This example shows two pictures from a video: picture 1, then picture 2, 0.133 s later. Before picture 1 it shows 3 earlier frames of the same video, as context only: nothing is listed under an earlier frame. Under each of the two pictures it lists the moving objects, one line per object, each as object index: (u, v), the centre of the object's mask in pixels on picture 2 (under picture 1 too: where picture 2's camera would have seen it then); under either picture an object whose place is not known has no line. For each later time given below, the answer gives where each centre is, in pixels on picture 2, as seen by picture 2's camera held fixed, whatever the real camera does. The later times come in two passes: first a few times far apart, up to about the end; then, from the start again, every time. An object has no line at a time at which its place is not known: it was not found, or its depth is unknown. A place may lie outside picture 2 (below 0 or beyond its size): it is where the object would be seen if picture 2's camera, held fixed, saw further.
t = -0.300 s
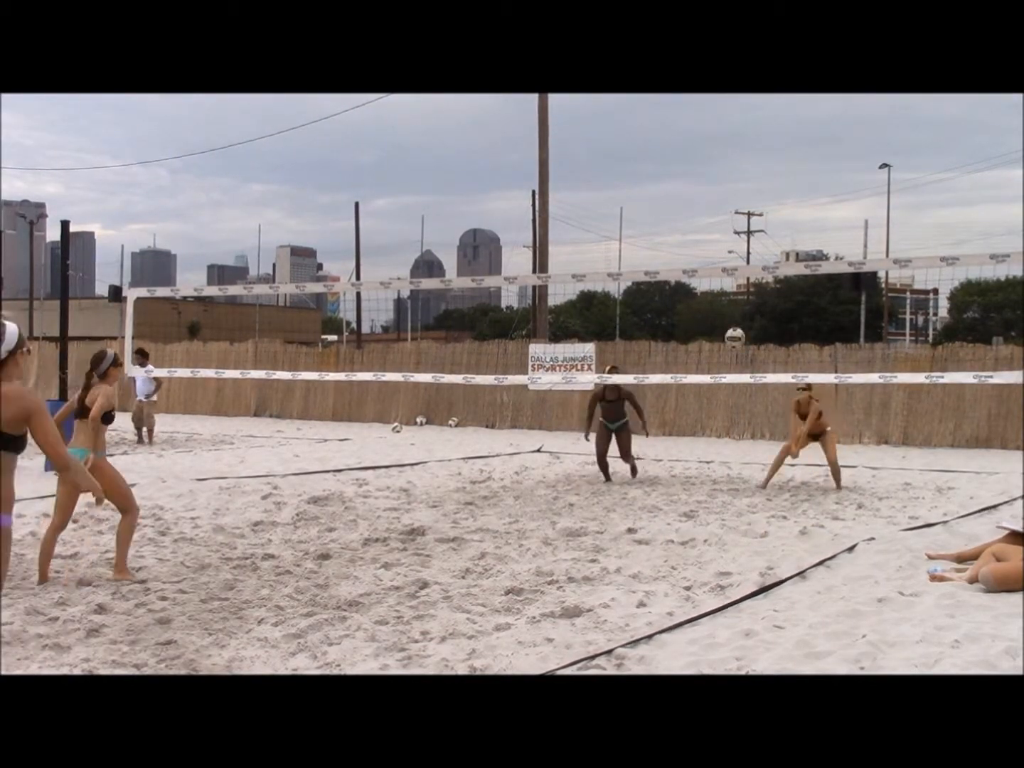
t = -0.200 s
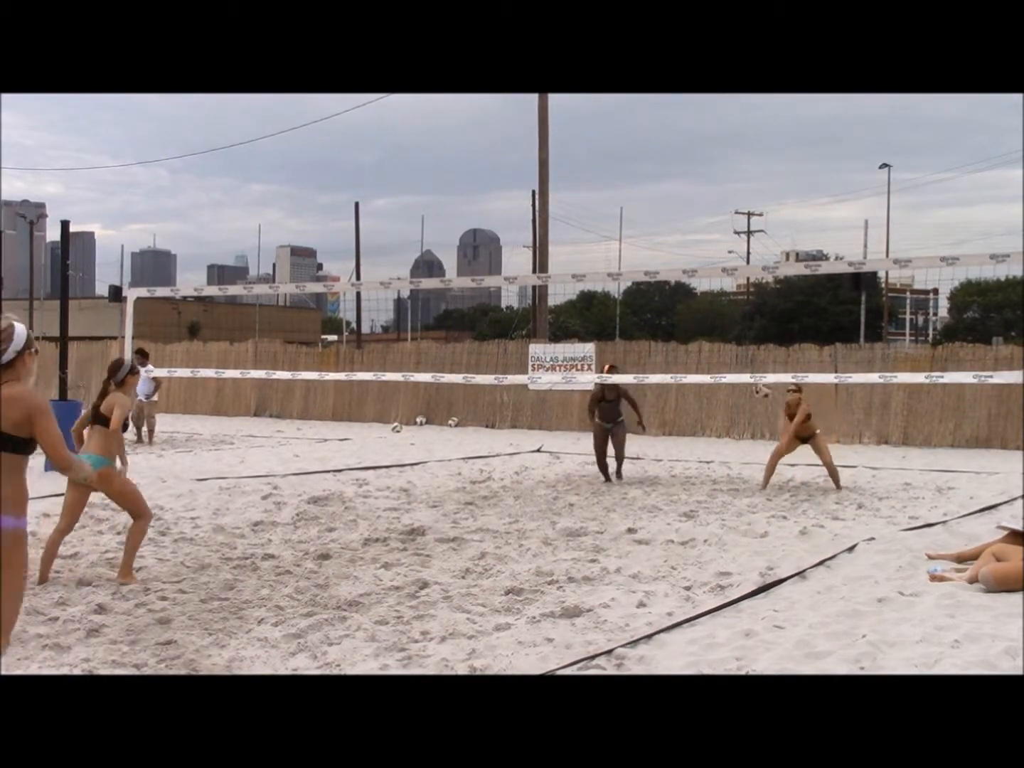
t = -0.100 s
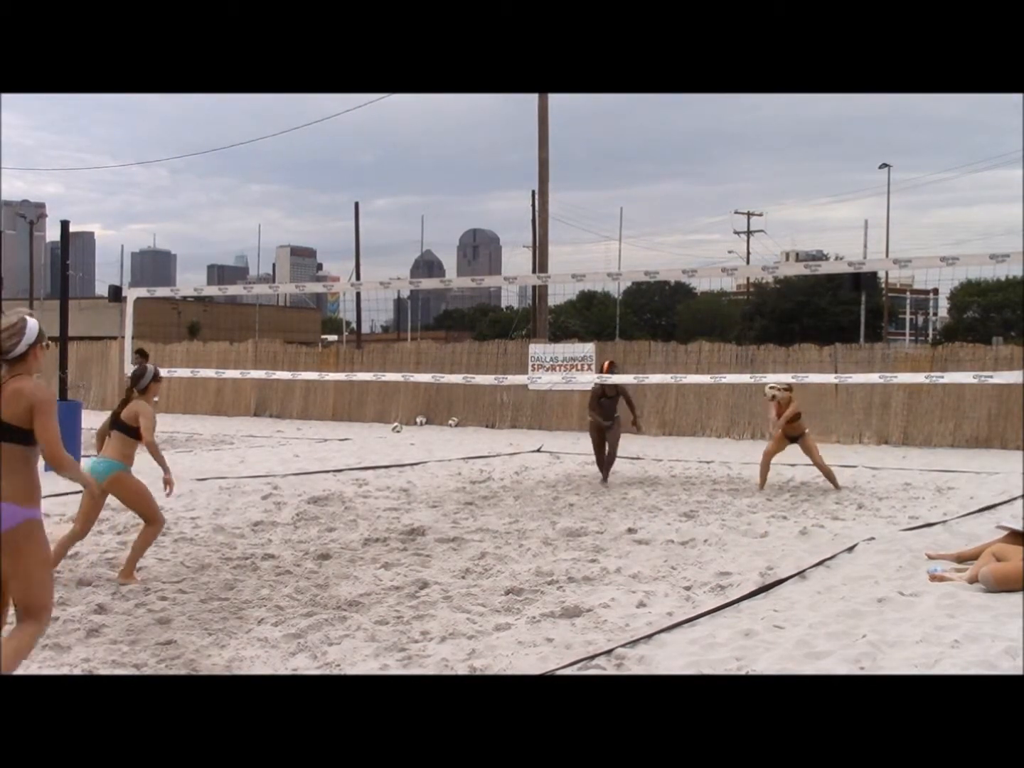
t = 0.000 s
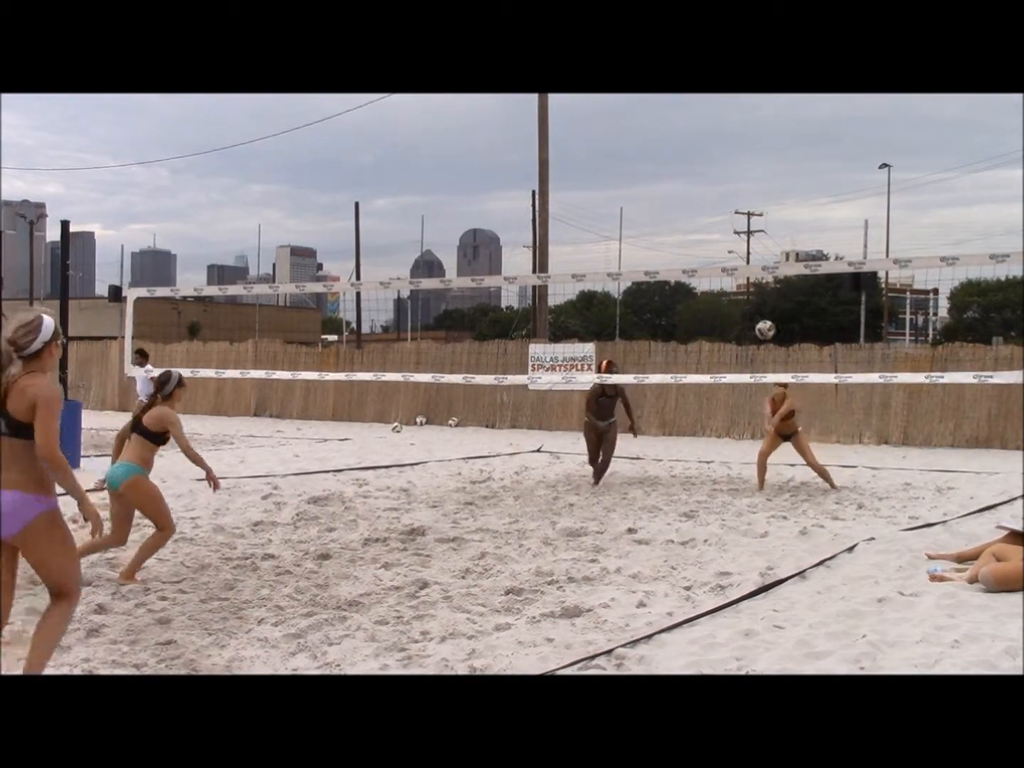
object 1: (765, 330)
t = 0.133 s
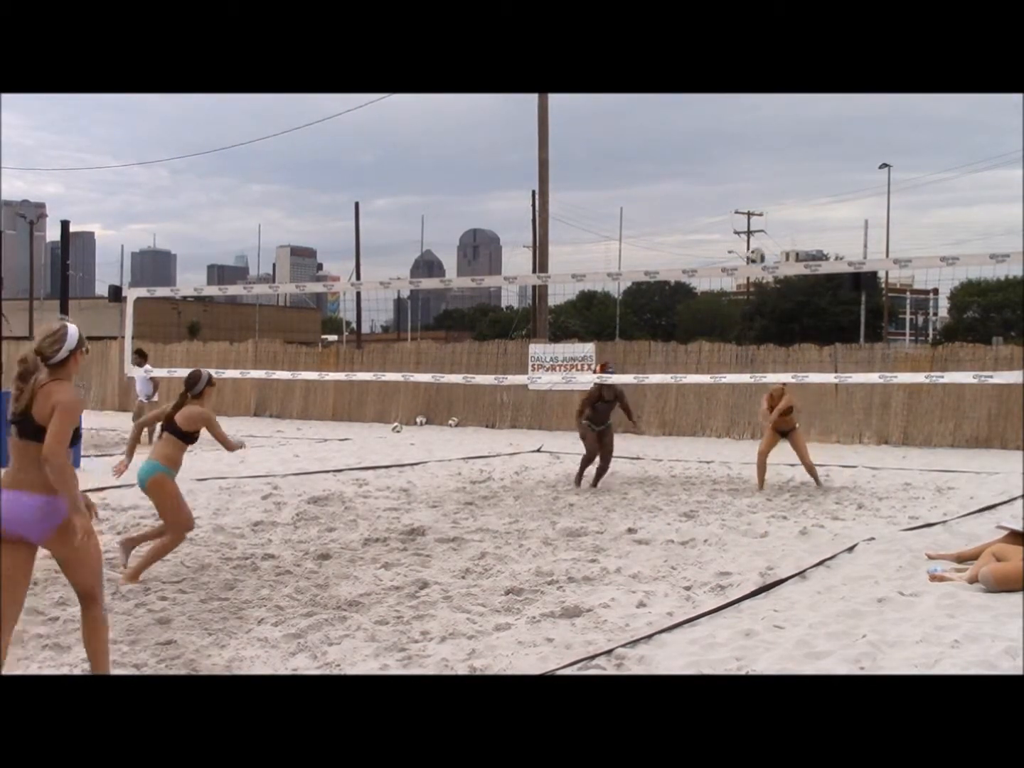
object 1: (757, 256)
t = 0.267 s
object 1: (749, 197)
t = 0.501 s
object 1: (739, 126)
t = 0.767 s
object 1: (733, 102)
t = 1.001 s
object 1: (730, 128)
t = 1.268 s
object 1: (729, 217)
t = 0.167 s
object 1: (755, 240)
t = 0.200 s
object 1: (752, 225)
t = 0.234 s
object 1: (751, 211)
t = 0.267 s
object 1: (749, 197)
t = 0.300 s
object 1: (747, 185)
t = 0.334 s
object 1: (745, 173)
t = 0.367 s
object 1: (744, 161)
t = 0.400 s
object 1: (742, 151)
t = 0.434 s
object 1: (742, 142)
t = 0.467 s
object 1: (741, 134)
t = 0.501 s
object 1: (739, 126)
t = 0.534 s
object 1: (739, 119)
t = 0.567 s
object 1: (737, 113)
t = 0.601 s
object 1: (737, 111)
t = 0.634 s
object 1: (736, 106)
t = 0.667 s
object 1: (735, 103)
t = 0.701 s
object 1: (735, 102)
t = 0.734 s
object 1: (734, 101)
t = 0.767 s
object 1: (733, 102)
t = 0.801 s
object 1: (733, 102)
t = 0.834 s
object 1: (732, 104)
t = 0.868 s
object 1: (731, 106)
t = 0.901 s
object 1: (731, 110)
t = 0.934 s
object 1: (730, 114)
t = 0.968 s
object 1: (731, 121)
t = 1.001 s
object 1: (730, 128)
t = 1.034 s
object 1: (730, 135)
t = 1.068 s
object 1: (731, 144)
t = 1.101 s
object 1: (730, 153)
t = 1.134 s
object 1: (730, 164)
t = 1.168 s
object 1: (730, 176)
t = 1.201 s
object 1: (730, 190)
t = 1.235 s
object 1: (729, 203)
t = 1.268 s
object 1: (729, 217)
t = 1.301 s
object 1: (729, 233)
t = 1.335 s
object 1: (730, 250)
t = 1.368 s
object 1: (733, 261)
